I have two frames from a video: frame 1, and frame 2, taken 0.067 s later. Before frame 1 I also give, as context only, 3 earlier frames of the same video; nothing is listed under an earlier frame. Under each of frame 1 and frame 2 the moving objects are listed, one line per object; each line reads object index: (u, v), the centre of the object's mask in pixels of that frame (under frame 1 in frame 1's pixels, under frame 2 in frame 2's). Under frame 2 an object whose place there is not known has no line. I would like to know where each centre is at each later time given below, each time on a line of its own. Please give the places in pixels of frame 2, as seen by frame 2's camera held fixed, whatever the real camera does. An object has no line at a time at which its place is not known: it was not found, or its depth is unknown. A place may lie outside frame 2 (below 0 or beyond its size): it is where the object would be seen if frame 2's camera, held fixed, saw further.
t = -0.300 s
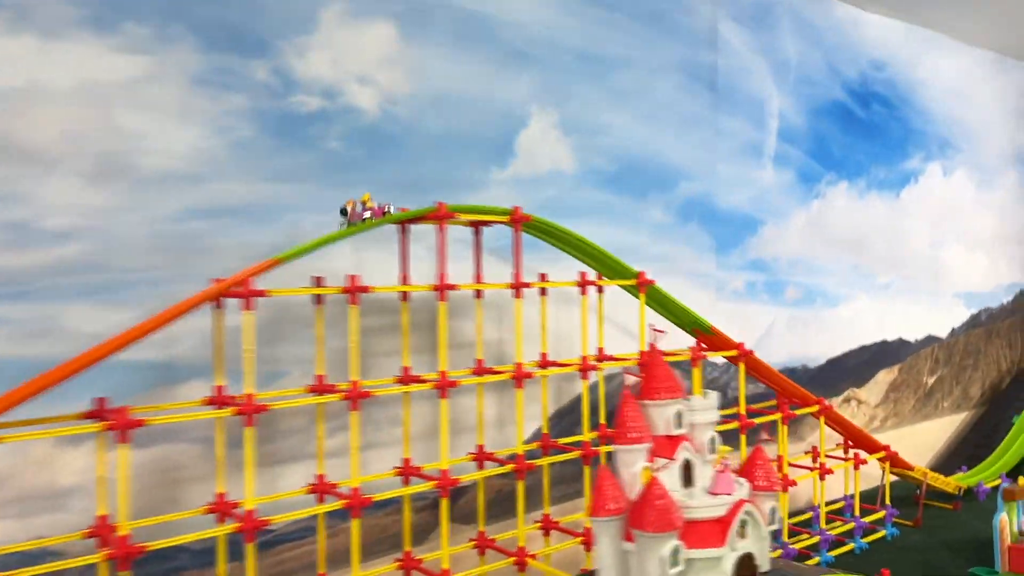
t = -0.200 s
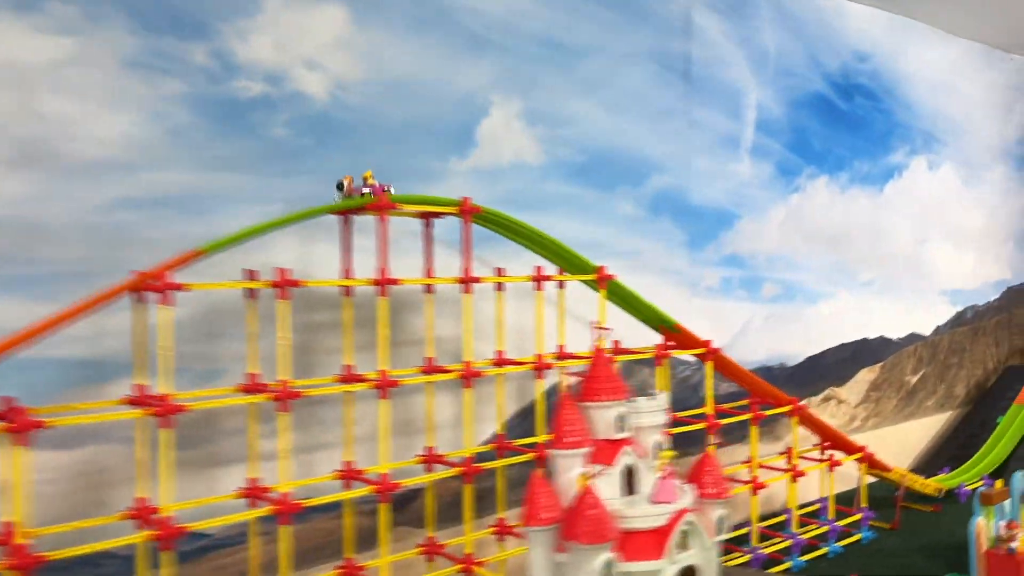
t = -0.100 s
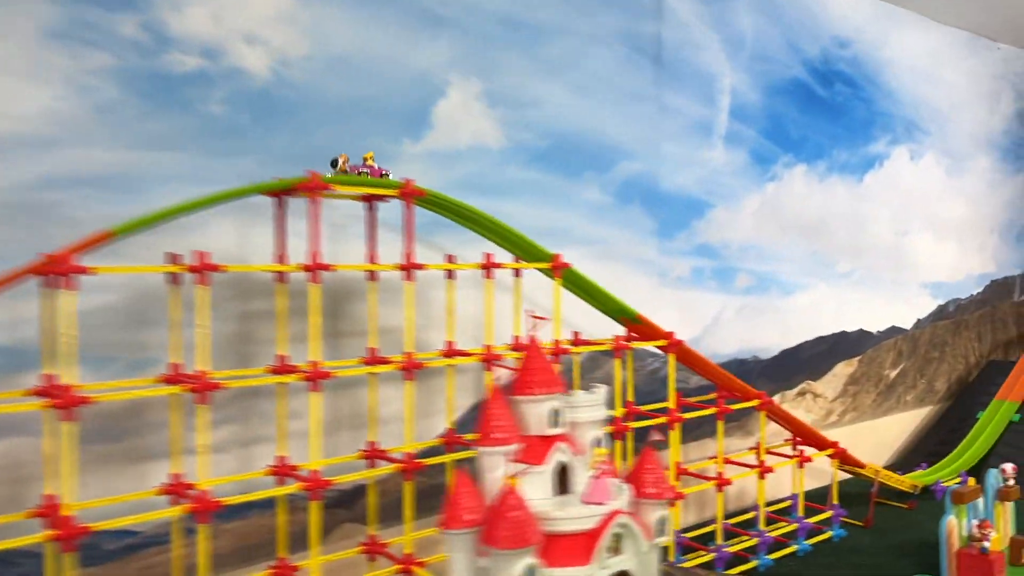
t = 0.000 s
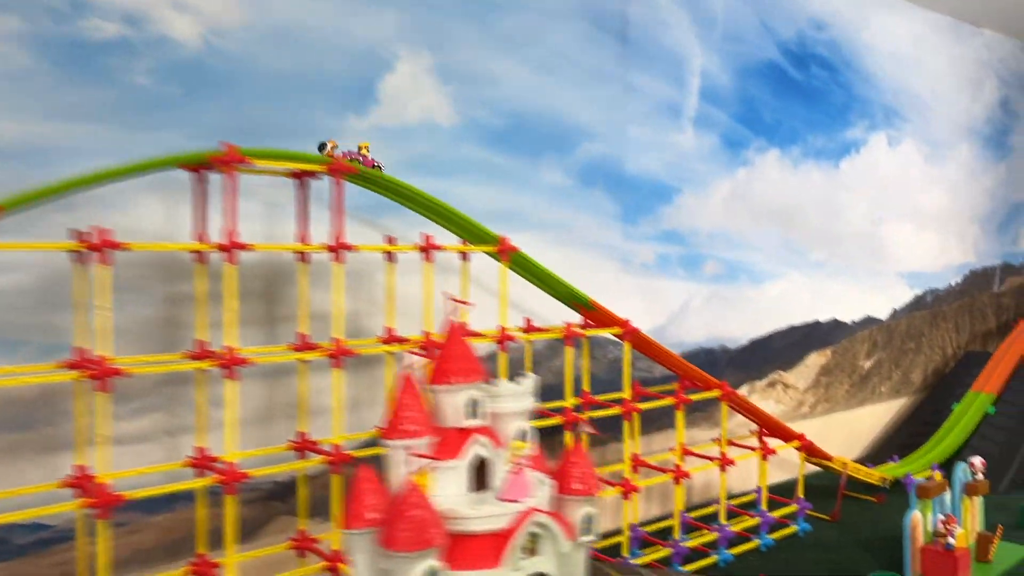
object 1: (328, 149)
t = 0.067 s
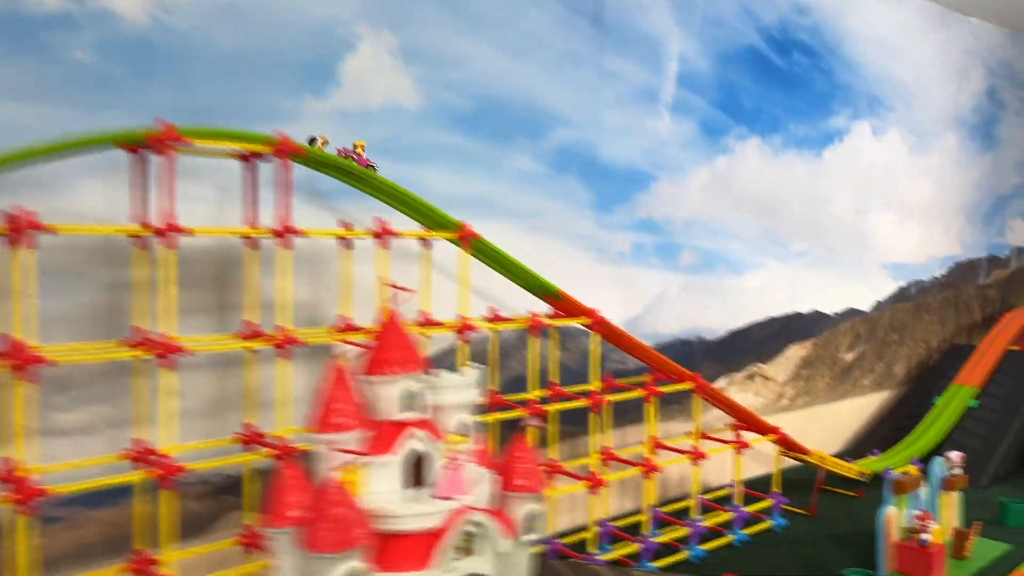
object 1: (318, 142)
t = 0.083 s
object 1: (326, 146)
